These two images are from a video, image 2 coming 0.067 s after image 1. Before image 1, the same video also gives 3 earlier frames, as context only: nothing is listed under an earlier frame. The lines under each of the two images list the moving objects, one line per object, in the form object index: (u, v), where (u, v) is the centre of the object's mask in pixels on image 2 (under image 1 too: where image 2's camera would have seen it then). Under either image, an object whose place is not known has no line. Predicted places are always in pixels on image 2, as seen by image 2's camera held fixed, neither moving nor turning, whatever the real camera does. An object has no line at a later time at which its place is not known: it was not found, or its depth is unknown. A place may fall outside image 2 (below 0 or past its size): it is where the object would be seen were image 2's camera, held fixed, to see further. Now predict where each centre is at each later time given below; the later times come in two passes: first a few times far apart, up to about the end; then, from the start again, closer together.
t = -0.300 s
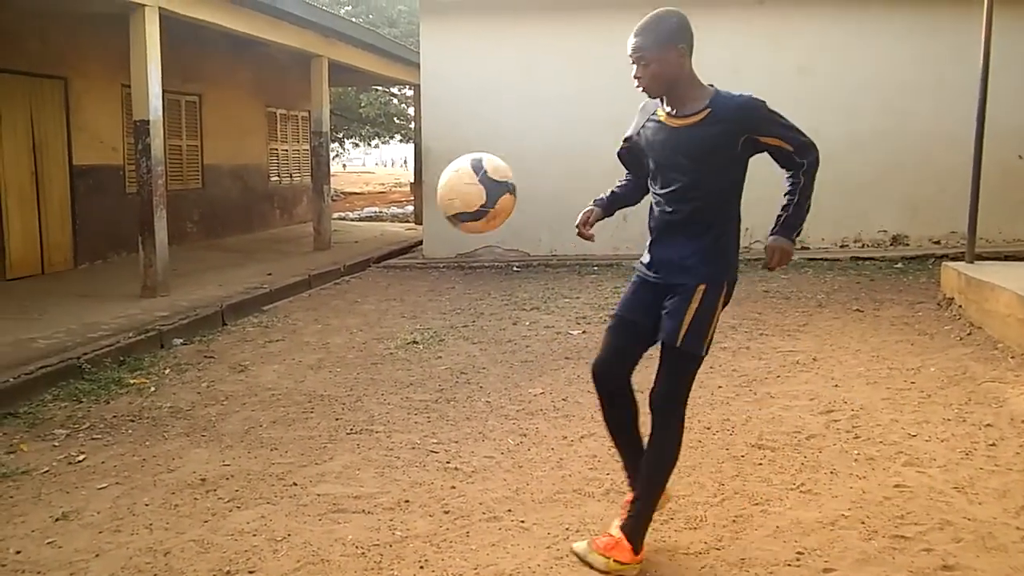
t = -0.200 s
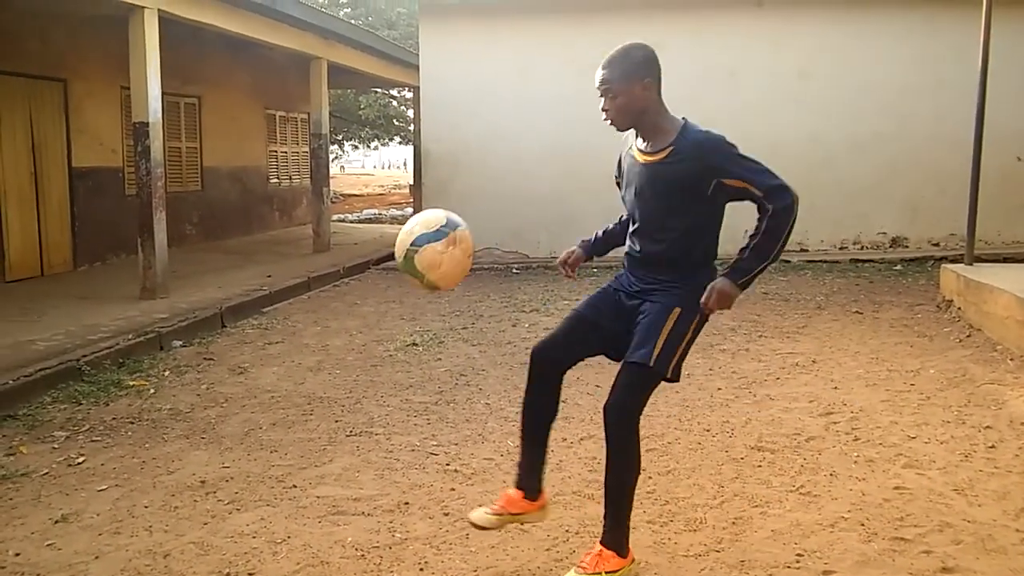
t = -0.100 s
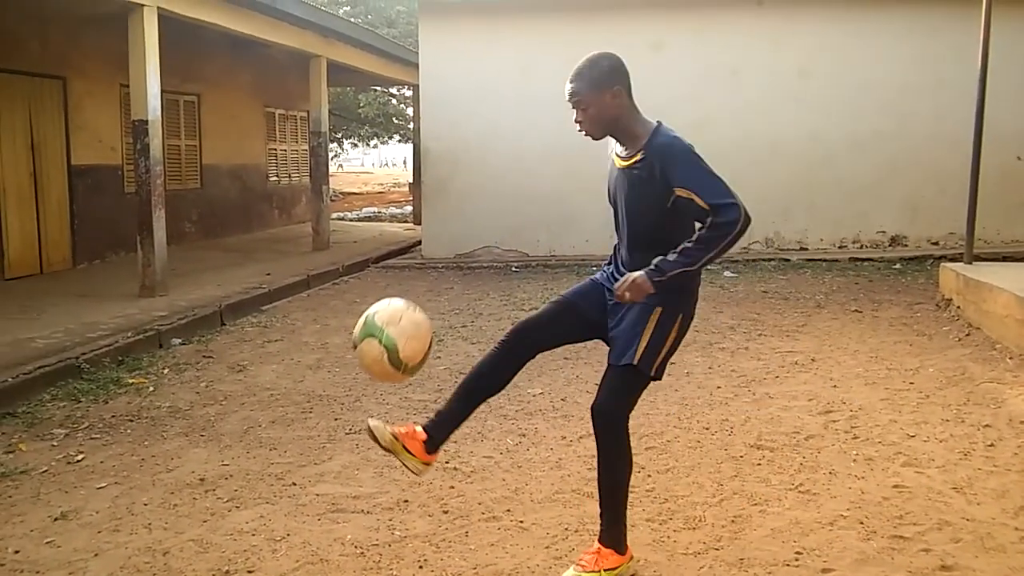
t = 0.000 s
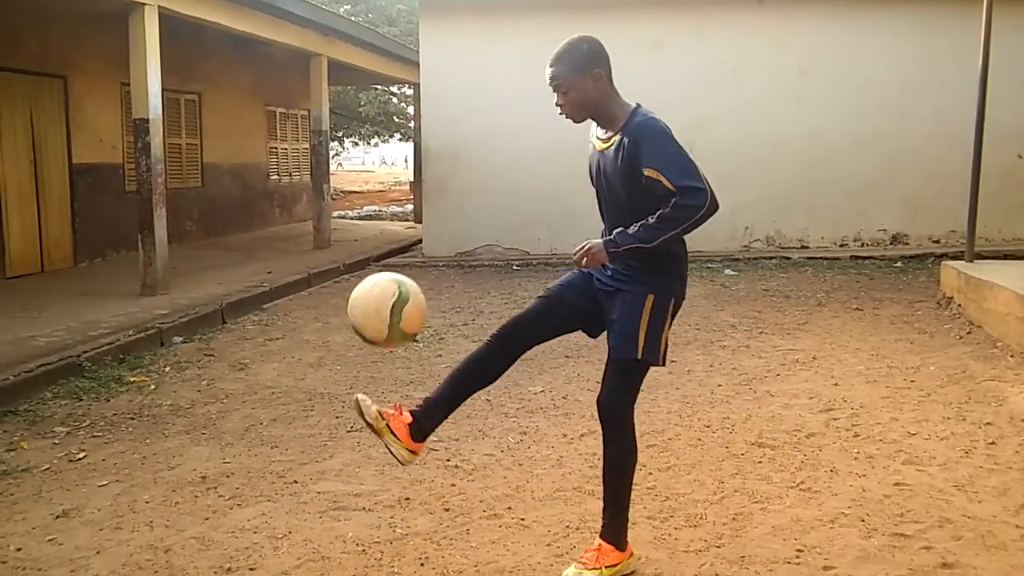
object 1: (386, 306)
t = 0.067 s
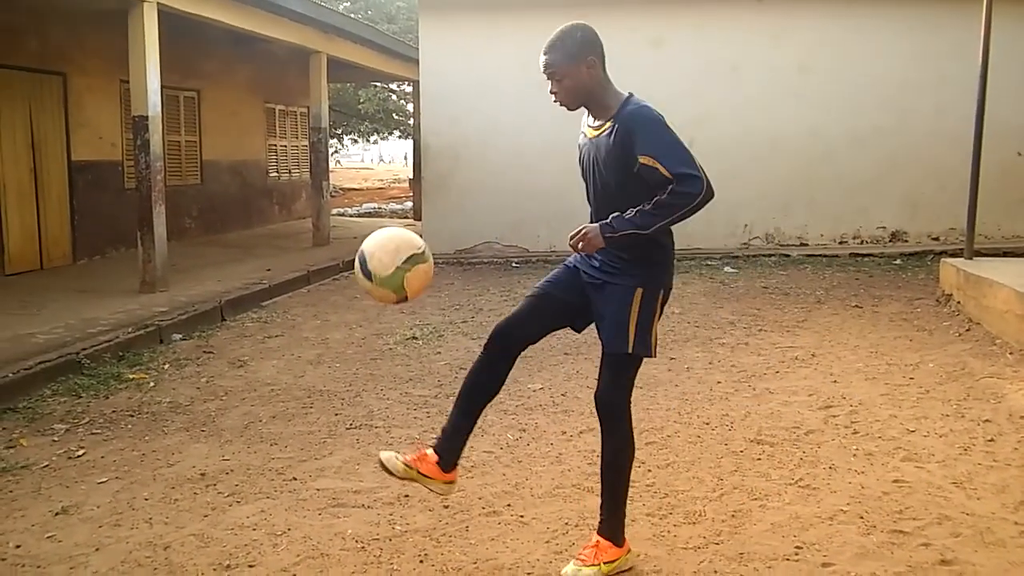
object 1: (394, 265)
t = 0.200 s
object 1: (409, 224)
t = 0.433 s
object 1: (437, 291)
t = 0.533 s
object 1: (448, 372)
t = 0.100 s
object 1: (397, 249)
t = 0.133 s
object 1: (400, 237)
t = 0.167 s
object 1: (405, 229)
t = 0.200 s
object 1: (409, 224)
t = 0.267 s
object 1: (417, 225)
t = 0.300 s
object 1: (421, 231)
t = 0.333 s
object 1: (424, 240)
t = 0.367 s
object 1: (429, 253)
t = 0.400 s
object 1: (433, 271)
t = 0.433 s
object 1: (437, 291)
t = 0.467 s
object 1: (440, 314)
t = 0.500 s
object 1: (444, 342)
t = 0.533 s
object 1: (448, 372)
